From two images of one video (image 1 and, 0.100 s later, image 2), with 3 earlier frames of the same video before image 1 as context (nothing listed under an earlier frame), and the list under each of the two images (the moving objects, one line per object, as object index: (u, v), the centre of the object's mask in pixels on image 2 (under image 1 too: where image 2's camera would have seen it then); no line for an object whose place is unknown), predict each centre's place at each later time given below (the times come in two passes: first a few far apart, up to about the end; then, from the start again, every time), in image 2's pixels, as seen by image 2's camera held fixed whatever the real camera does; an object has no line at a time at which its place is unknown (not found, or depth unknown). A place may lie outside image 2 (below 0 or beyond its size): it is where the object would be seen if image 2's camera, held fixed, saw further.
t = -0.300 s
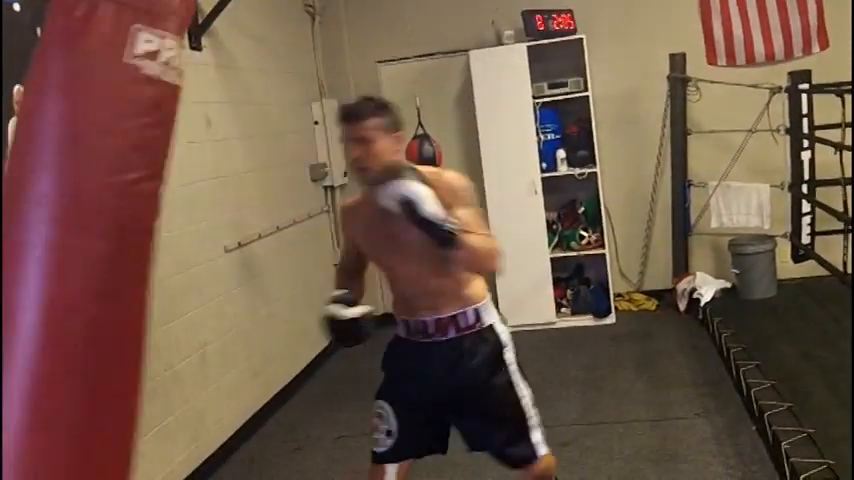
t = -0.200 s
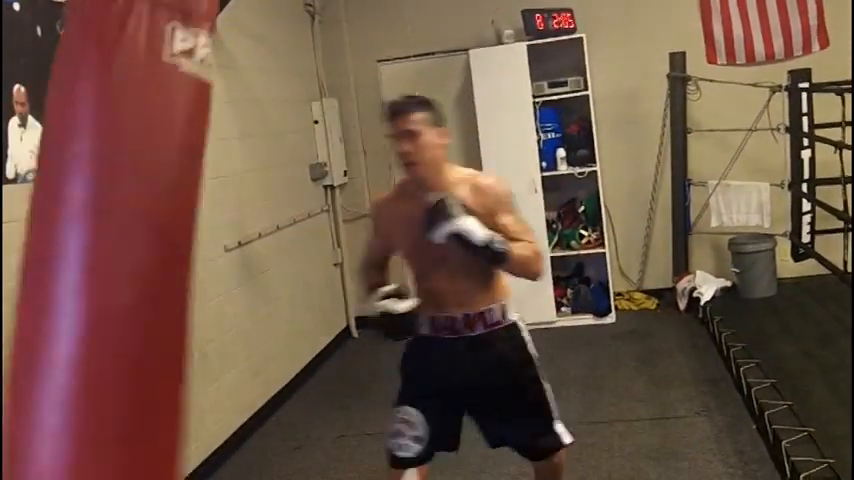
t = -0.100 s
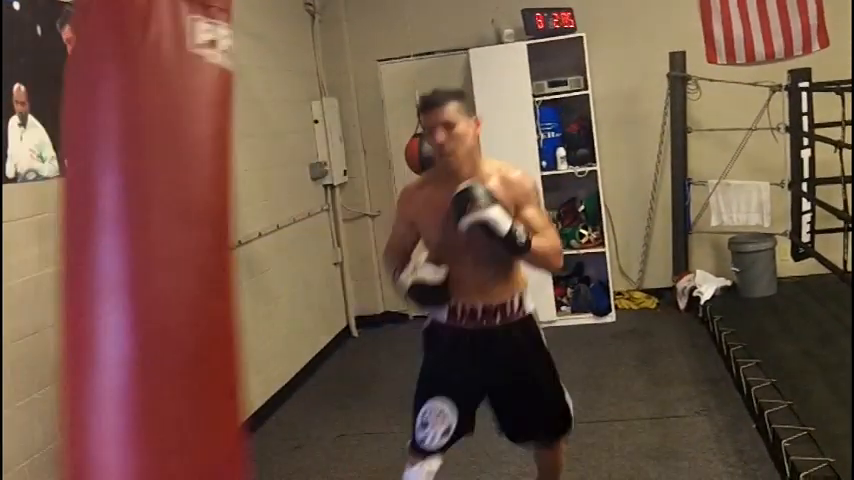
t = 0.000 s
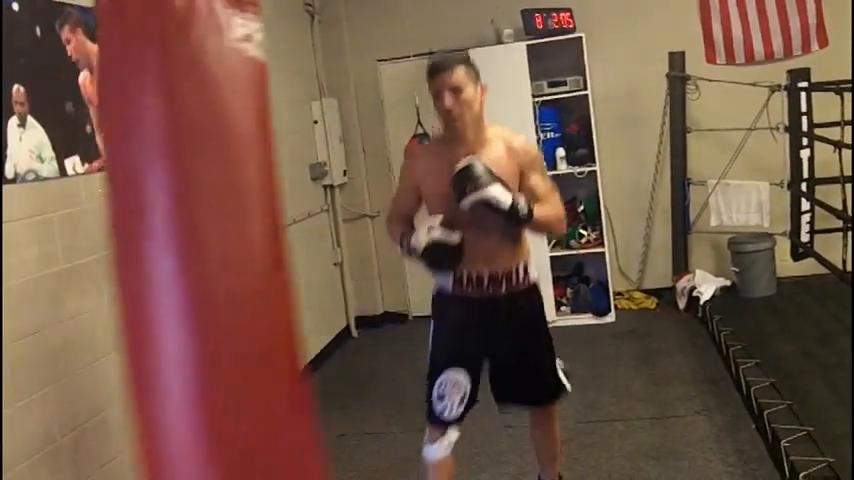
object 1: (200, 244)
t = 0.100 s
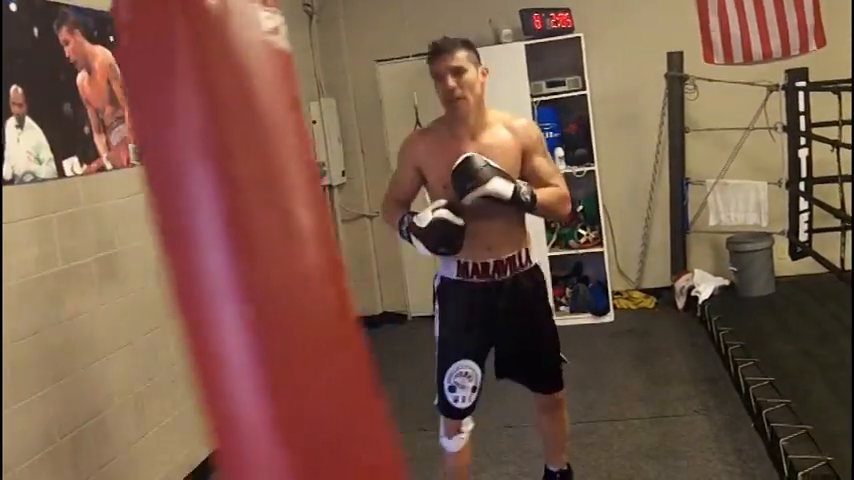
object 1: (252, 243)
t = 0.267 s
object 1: (330, 239)
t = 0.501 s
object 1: (381, 229)
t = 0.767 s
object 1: (349, 214)
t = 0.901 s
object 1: (313, 213)
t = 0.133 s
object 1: (269, 242)
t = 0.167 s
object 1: (287, 242)
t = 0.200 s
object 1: (302, 241)
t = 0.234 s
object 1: (316, 239)
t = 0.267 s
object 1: (330, 239)
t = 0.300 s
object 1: (343, 239)
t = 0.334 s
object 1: (354, 237)
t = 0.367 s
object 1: (363, 236)
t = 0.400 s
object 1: (370, 234)
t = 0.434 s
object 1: (376, 232)
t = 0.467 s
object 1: (379, 230)
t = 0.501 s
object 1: (381, 229)
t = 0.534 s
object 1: (383, 227)
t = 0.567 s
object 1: (382, 224)
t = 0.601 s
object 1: (380, 222)
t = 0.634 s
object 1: (376, 220)
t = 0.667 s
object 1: (371, 217)
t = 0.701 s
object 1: (365, 216)
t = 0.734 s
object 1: (358, 215)
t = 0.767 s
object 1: (349, 214)
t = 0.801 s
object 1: (342, 213)
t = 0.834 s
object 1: (332, 212)
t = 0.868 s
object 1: (323, 212)
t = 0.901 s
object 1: (313, 213)
